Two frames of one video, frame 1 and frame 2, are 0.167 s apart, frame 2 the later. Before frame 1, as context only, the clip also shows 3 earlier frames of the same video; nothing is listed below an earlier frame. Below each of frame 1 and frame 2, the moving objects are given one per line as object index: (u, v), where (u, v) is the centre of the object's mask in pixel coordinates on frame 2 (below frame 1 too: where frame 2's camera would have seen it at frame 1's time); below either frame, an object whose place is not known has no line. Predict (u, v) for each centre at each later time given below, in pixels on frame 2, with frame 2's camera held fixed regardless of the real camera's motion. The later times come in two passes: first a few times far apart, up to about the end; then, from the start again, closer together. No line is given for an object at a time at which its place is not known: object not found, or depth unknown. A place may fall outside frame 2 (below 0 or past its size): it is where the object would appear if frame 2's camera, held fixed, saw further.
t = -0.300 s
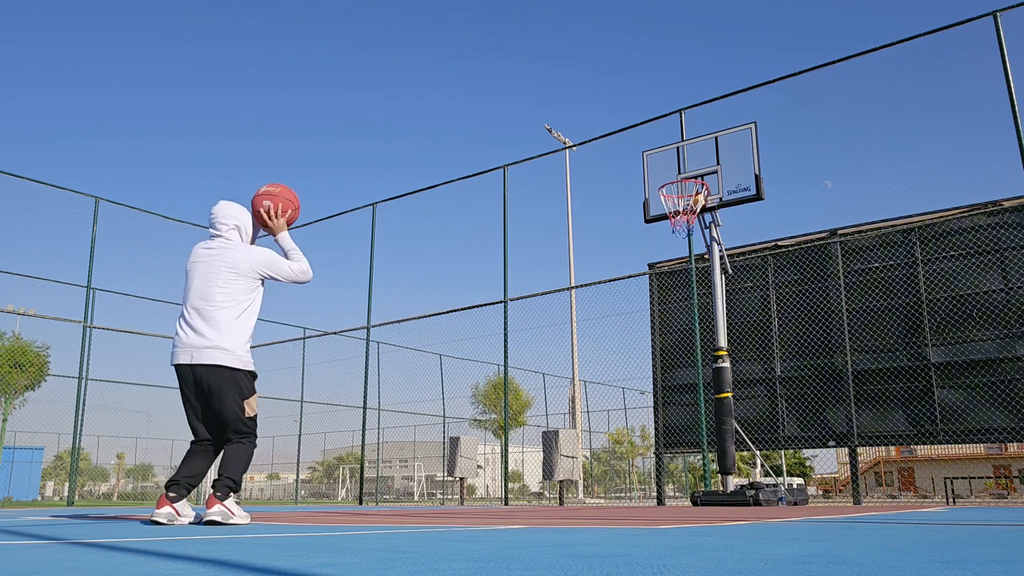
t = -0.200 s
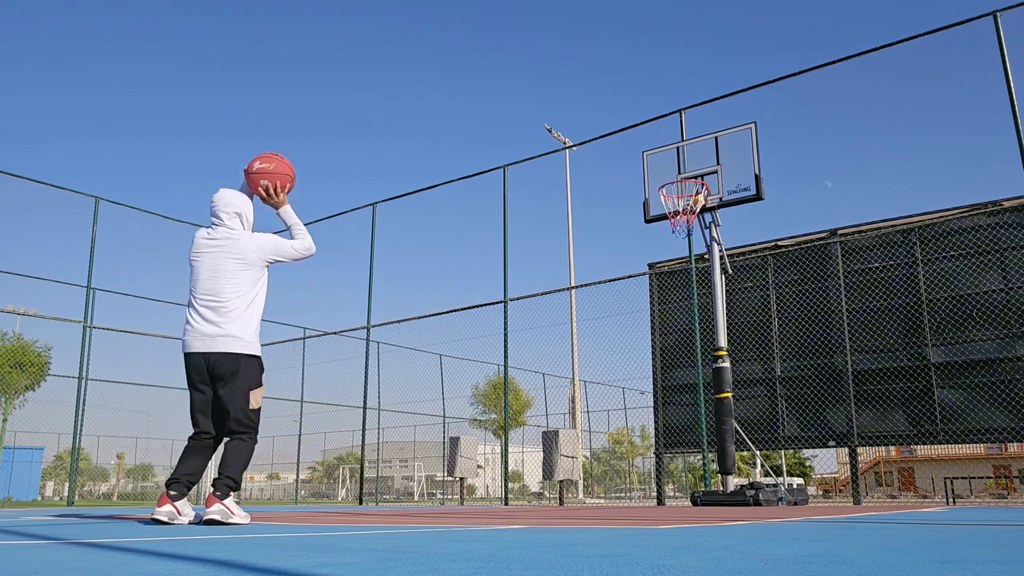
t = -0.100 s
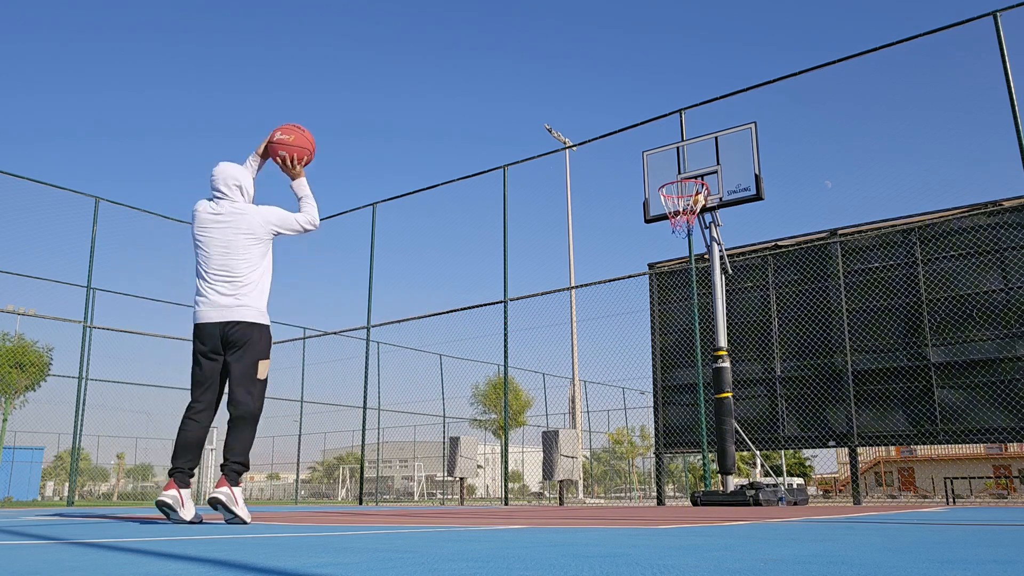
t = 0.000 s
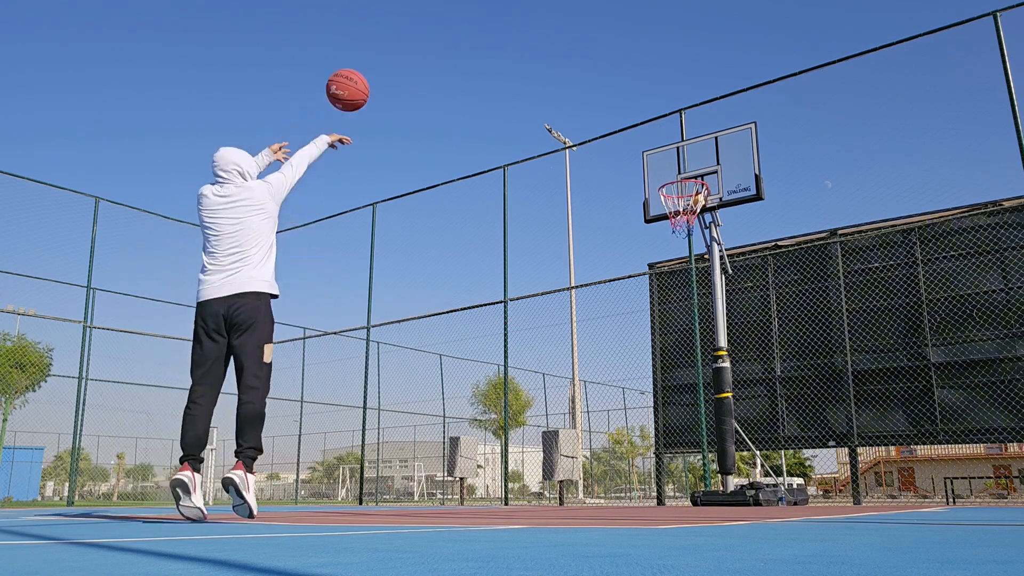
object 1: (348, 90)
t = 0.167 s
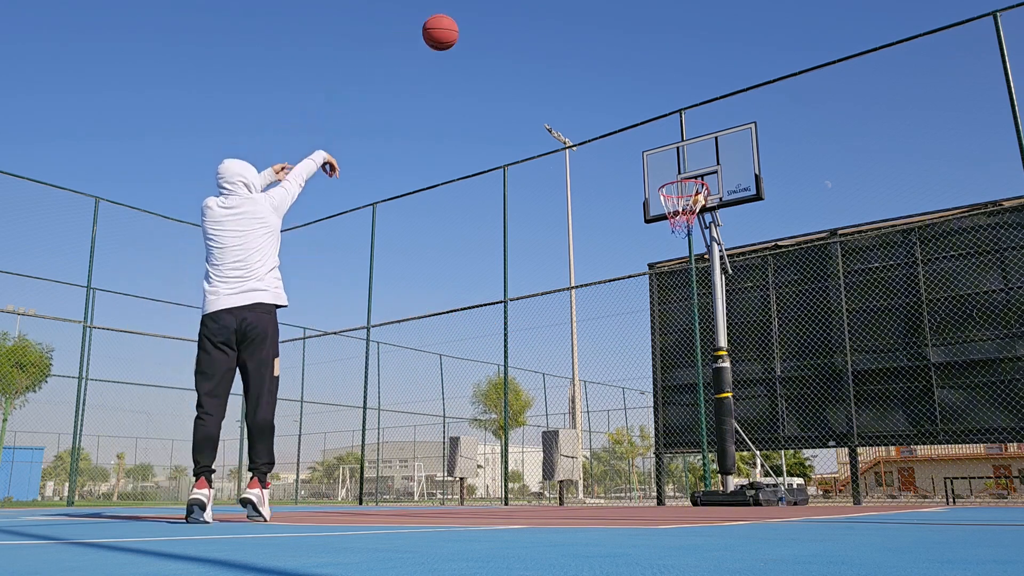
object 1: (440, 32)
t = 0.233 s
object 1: (470, 24)
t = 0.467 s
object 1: (553, 37)
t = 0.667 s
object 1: (608, 88)
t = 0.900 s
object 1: (656, 178)
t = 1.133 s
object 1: (612, 177)
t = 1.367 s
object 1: (569, 224)
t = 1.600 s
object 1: (526, 323)
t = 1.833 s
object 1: (480, 477)
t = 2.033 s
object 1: (466, 403)
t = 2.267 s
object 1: (455, 326)
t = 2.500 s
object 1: (445, 300)
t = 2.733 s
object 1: (435, 322)
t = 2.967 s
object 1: (424, 388)
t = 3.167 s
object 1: (414, 483)
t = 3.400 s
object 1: (401, 418)
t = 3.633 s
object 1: (387, 374)
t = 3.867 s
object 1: (372, 374)
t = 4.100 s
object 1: (356, 417)
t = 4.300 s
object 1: (340, 488)
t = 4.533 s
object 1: (327, 437)
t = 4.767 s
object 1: (314, 410)
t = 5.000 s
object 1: (299, 424)
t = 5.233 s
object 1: (283, 480)
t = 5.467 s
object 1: (272, 455)
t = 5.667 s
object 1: (264, 435)
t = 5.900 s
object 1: (252, 449)
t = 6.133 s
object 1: (239, 495)
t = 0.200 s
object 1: (455, 27)
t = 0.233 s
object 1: (470, 24)
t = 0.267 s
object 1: (484, 22)
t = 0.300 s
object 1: (497, 21)
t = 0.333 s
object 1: (509, 22)
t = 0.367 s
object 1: (521, 24)
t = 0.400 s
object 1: (532, 27)
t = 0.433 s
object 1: (543, 31)
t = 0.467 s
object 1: (553, 37)
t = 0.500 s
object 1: (563, 43)
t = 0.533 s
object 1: (573, 50)
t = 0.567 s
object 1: (582, 58)
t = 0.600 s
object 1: (591, 67)
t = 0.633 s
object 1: (599, 77)
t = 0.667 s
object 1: (608, 88)
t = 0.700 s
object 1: (616, 99)
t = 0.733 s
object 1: (623, 111)
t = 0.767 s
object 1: (631, 124)
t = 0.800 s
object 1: (638, 138)
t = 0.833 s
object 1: (645, 152)
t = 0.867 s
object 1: (653, 167)
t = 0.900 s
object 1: (656, 178)
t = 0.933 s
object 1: (649, 175)
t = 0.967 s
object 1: (643, 173)
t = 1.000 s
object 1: (636, 172)
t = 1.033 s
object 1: (630, 172)
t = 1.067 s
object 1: (624, 172)
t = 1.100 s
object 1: (618, 174)
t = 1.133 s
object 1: (612, 177)
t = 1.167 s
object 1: (605, 181)
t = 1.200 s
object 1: (599, 186)
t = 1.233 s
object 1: (593, 191)
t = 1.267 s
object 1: (587, 198)
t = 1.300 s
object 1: (581, 206)
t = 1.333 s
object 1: (575, 215)
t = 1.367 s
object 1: (569, 224)
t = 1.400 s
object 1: (563, 235)
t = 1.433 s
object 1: (557, 247)
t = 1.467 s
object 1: (551, 260)
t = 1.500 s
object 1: (545, 274)
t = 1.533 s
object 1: (539, 289)
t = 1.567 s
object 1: (533, 305)
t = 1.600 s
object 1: (526, 323)
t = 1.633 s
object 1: (520, 341)
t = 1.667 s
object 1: (513, 360)
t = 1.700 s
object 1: (506, 381)
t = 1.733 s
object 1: (500, 403)
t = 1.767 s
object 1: (494, 426)
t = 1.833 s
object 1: (480, 477)
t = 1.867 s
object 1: (474, 497)
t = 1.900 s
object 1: (473, 475)
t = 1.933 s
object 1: (471, 455)
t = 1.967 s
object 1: (469, 436)
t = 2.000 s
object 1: (467, 419)
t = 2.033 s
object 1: (466, 403)
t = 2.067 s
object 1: (464, 388)
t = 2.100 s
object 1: (463, 375)
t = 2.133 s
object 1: (461, 363)
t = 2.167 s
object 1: (460, 352)
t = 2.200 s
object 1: (458, 342)
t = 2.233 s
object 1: (457, 333)
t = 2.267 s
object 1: (455, 326)
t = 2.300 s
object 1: (454, 319)
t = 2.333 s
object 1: (452, 313)
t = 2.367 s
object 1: (451, 309)
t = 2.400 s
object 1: (449, 305)
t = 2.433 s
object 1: (448, 302)
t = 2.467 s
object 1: (446, 301)
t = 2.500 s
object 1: (445, 300)
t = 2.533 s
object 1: (444, 300)
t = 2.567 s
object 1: (442, 302)
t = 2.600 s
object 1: (441, 304)
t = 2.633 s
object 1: (439, 307)
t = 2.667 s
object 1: (438, 311)
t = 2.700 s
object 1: (436, 316)
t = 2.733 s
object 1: (435, 322)
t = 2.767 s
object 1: (433, 328)
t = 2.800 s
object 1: (432, 336)
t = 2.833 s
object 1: (430, 345)
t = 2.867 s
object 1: (429, 354)
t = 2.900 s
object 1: (427, 365)
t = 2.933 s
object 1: (425, 376)
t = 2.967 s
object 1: (424, 388)
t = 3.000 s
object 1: (422, 402)
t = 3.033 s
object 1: (420, 416)
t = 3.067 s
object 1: (419, 431)
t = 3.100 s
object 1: (417, 447)
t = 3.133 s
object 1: (415, 464)
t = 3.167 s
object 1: (414, 483)
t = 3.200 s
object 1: (412, 497)
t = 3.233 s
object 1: (410, 481)
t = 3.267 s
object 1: (408, 466)
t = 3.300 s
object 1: (406, 453)
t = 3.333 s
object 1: (404, 440)
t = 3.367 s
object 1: (403, 429)
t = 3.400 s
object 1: (401, 418)
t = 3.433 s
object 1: (399, 409)
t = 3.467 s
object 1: (397, 401)
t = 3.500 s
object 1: (395, 394)
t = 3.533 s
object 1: (393, 387)
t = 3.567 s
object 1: (391, 382)
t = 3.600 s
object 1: (389, 377)
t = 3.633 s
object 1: (387, 374)
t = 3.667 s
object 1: (385, 371)
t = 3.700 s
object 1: (383, 369)
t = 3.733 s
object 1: (380, 369)
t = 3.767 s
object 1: (378, 368)
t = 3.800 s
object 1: (377, 369)
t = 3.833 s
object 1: (374, 371)
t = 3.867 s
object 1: (372, 374)
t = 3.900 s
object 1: (369, 377)
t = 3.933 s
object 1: (367, 382)
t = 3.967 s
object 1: (365, 387)
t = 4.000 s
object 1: (363, 393)
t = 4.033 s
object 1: (361, 400)
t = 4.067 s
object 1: (358, 408)
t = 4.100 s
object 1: (356, 417)
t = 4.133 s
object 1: (353, 427)
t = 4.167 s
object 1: (351, 437)
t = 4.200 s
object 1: (348, 449)
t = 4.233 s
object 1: (346, 461)
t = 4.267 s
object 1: (343, 474)
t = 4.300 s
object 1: (340, 488)
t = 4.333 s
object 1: (338, 495)
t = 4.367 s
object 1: (336, 483)
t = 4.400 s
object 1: (335, 472)
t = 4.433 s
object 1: (333, 462)
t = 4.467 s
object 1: (331, 452)
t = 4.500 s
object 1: (329, 444)
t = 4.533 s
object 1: (327, 437)
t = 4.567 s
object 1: (325, 430)
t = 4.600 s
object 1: (324, 425)
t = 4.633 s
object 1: (321, 420)
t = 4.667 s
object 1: (319, 416)
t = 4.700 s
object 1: (318, 413)
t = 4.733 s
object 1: (316, 411)
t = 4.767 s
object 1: (314, 410)
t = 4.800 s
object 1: (312, 410)
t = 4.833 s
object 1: (310, 410)
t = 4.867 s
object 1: (308, 411)
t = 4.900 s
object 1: (306, 413)
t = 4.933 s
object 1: (304, 416)
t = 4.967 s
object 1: (302, 420)
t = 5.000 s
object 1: (299, 424)
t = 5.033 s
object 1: (297, 430)
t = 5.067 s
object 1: (295, 436)
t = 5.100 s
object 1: (293, 444)
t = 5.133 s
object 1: (290, 451)
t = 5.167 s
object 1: (288, 460)
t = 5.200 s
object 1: (285, 470)
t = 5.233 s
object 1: (283, 480)
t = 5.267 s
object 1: (280, 492)
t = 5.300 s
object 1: (279, 495)
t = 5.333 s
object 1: (277, 485)
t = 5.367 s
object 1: (276, 476)
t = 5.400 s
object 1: (275, 468)
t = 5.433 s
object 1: (274, 461)
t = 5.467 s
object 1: (272, 455)
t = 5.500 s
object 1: (271, 450)
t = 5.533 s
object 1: (270, 445)
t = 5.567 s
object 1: (269, 441)
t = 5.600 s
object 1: (267, 438)
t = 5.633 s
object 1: (266, 436)
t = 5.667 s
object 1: (264, 435)
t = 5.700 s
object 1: (263, 434)
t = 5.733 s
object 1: (261, 434)
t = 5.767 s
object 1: (259, 436)
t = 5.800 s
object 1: (258, 438)
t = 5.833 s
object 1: (256, 441)
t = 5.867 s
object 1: (254, 444)
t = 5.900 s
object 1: (252, 449)
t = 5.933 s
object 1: (251, 454)
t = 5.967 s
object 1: (248, 460)
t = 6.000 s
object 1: (246, 467)
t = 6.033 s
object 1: (244, 474)
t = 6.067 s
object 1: (242, 483)
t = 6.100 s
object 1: (240, 492)
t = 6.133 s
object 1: (239, 495)
